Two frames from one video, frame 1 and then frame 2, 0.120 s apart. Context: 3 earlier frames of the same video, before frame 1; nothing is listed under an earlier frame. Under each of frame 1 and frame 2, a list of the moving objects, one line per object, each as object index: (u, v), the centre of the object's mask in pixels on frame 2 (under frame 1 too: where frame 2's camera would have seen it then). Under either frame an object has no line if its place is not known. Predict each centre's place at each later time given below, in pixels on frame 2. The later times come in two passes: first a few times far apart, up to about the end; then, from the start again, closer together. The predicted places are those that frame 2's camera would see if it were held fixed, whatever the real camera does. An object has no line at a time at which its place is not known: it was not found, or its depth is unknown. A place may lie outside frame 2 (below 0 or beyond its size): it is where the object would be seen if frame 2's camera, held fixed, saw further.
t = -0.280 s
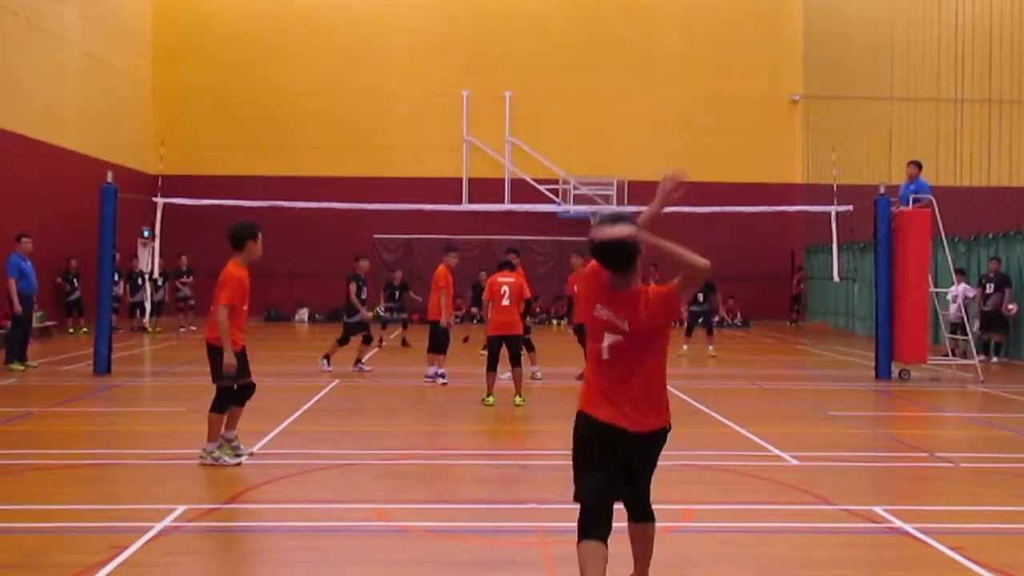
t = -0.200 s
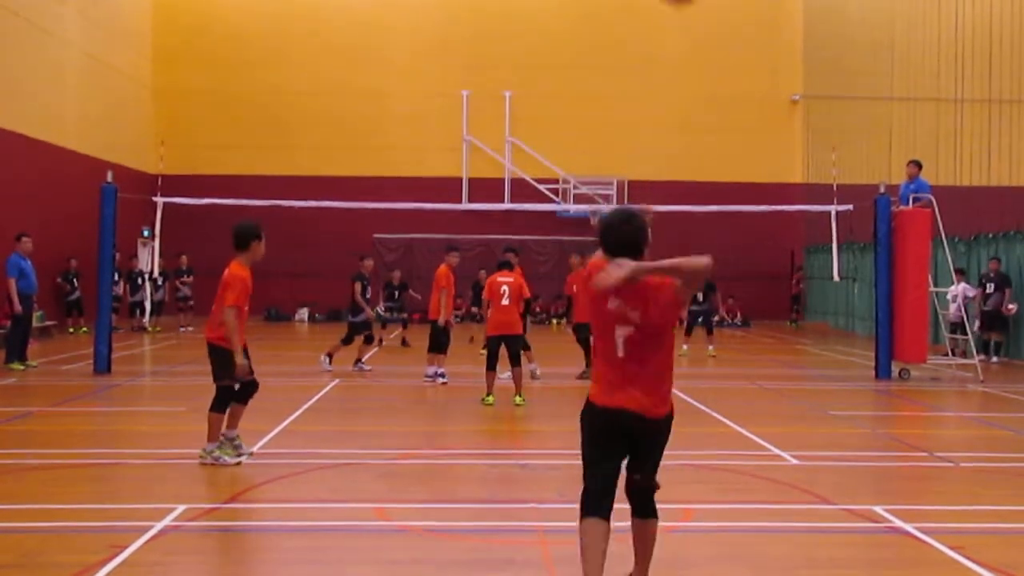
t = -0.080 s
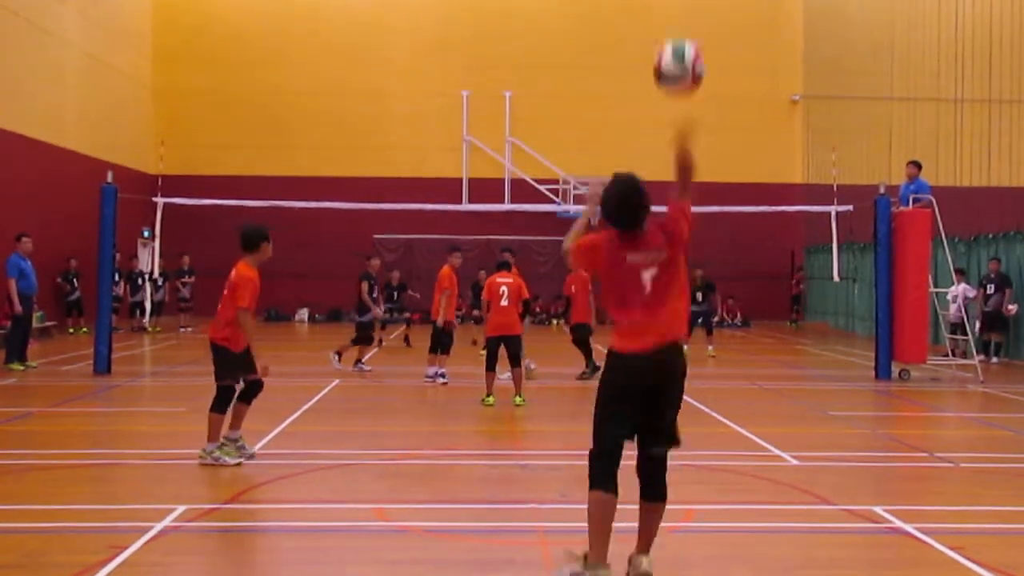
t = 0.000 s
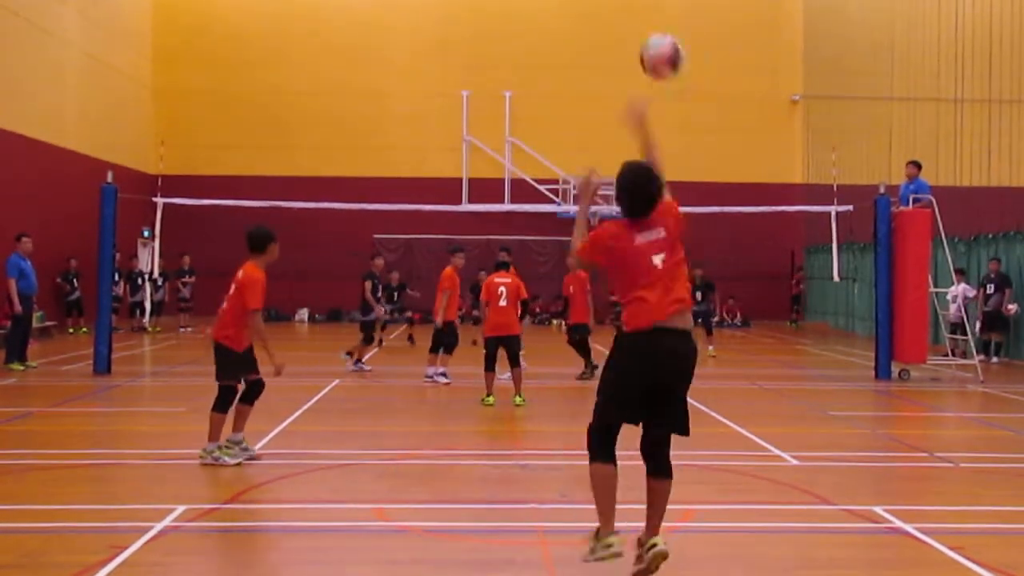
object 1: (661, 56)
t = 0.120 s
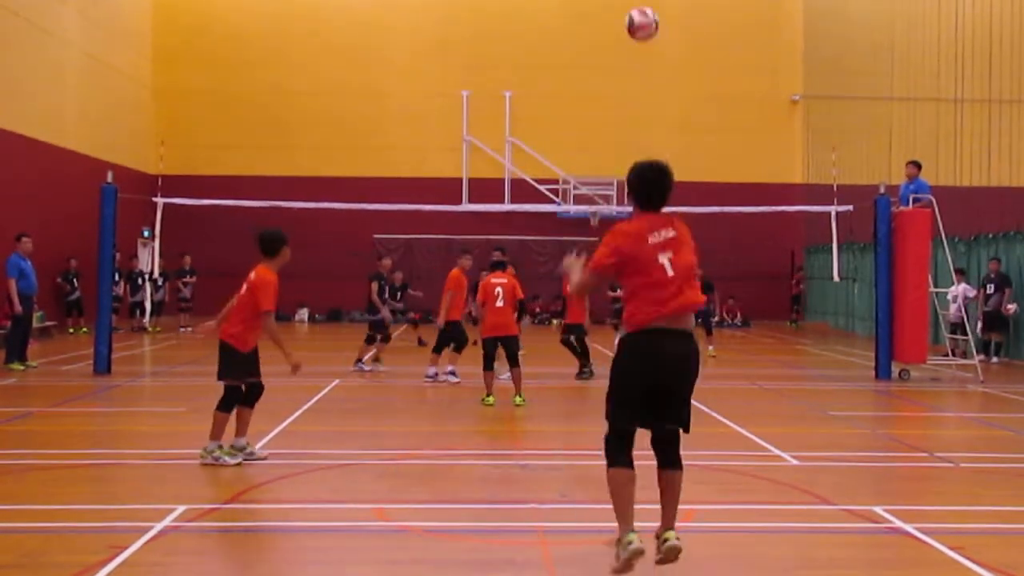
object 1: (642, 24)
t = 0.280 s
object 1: (628, 23)
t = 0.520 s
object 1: (616, 63)
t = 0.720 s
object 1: (606, 110)
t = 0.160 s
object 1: (638, 21)
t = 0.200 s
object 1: (635, 20)
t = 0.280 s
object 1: (628, 23)
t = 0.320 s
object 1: (624, 28)
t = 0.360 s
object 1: (621, 34)
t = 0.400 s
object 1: (619, 40)
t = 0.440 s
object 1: (618, 46)
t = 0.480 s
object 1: (617, 54)
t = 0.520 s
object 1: (616, 63)
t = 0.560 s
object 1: (614, 71)
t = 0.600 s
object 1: (612, 80)
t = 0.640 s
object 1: (609, 89)
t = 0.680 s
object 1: (608, 100)
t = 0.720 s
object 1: (606, 110)
